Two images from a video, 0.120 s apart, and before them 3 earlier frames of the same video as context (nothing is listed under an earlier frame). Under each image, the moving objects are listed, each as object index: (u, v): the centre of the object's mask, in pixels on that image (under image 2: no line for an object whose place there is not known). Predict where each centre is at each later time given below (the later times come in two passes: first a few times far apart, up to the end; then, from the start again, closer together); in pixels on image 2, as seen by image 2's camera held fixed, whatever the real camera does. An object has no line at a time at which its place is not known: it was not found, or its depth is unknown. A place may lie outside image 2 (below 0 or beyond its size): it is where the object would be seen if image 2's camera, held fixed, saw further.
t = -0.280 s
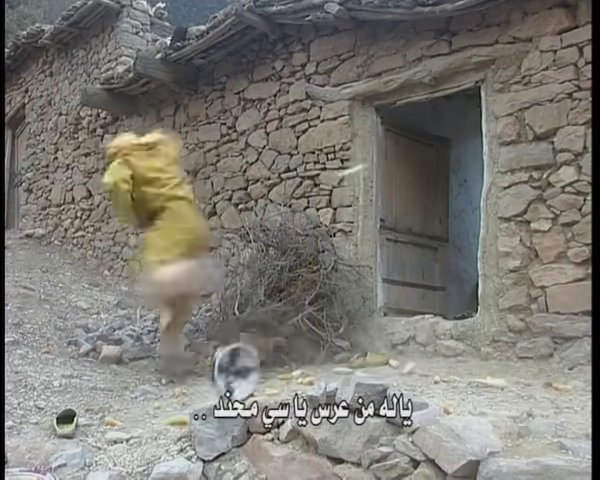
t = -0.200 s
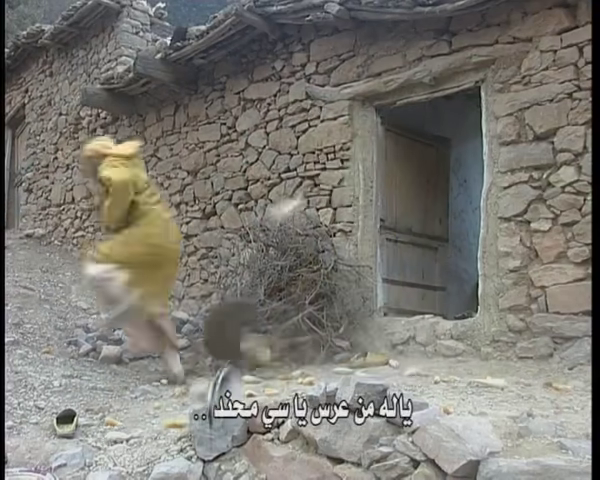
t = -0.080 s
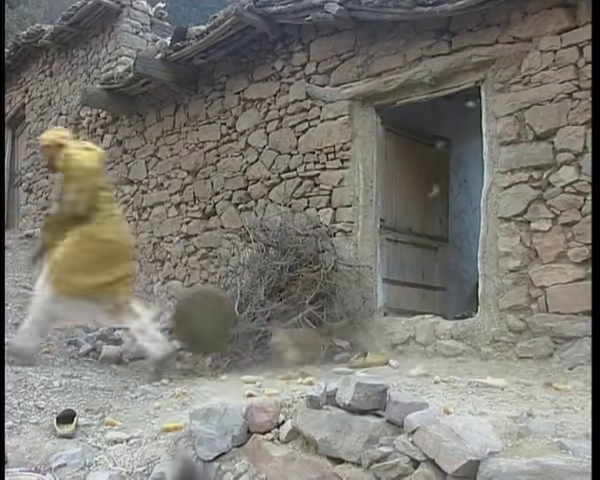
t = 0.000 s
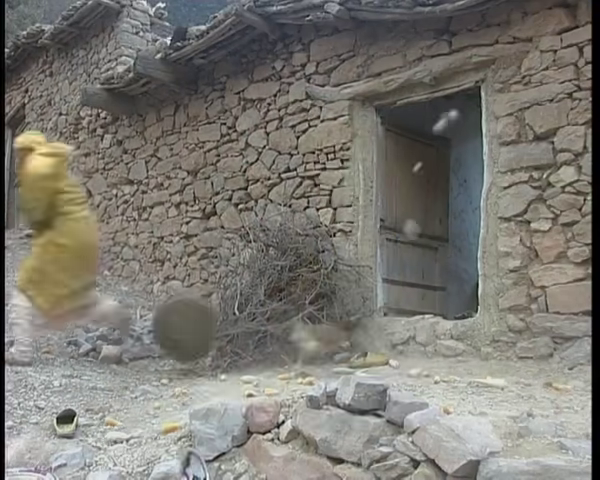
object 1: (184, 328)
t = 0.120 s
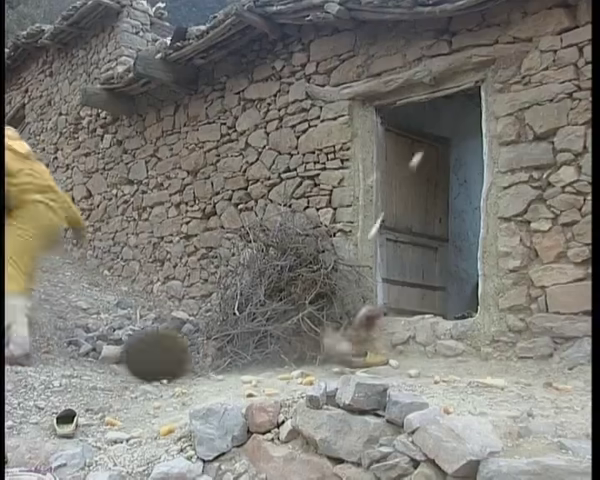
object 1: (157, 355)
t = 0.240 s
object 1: (128, 364)
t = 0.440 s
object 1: (115, 361)
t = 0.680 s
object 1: (120, 373)
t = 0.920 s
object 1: (143, 395)
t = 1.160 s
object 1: (142, 400)
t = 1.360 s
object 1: (142, 400)
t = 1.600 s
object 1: (142, 401)
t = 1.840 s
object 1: (142, 401)
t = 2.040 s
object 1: (142, 401)
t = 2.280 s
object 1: (142, 401)
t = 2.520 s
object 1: (141, 401)
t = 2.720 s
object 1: (142, 400)
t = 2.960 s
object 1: (138, 401)
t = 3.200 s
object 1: (142, 401)
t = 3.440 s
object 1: (142, 401)
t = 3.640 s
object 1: (142, 401)
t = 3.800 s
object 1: (142, 401)
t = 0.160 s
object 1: (145, 359)
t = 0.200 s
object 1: (137, 369)
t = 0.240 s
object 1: (128, 364)
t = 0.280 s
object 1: (127, 361)
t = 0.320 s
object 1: (125, 360)
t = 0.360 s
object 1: (122, 361)
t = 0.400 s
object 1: (119, 360)
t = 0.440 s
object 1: (115, 361)
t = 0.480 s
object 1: (112, 364)
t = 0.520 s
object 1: (111, 366)
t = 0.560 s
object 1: (112, 366)
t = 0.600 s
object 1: (114, 368)
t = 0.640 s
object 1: (117, 370)
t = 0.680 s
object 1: (120, 373)
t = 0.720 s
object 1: (124, 377)
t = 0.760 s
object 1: (129, 382)
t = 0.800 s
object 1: (137, 391)
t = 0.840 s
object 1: (139, 399)
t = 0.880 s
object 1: (143, 396)
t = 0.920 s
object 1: (143, 395)
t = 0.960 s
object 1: (143, 395)
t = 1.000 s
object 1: (142, 399)
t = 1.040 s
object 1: (143, 399)
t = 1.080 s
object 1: (143, 398)
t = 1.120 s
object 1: (142, 400)
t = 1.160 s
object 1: (142, 400)
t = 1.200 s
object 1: (142, 400)
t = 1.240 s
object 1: (142, 400)
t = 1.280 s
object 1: (142, 400)
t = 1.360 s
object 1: (142, 400)
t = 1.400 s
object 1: (142, 400)
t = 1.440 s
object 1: (142, 400)
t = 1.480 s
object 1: (142, 400)
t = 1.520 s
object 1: (142, 400)
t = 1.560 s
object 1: (142, 400)
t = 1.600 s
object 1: (142, 401)
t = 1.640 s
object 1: (142, 400)
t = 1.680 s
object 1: (142, 401)
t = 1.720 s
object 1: (142, 401)
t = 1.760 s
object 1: (142, 401)
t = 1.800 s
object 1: (142, 401)
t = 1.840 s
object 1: (142, 401)
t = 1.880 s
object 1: (142, 401)
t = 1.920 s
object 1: (142, 401)
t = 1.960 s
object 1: (142, 401)
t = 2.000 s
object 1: (141, 401)
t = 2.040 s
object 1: (142, 401)
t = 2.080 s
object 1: (141, 401)
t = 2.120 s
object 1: (142, 401)
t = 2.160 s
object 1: (141, 401)
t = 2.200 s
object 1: (142, 401)
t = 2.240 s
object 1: (142, 401)
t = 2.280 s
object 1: (142, 401)
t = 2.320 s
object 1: (141, 401)
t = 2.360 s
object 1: (141, 401)
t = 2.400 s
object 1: (141, 401)
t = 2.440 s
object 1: (142, 401)
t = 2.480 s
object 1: (143, 400)
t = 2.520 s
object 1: (141, 401)
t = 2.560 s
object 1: (141, 401)
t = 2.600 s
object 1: (142, 401)
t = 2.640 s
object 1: (141, 401)
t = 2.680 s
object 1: (142, 401)
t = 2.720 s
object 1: (142, 400)
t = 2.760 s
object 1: (141, 401)
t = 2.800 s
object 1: (142, 401)
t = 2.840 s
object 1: (141, 401)
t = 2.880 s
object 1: (141, 401)
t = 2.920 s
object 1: (140, 401)
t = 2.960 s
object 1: (138, 401)
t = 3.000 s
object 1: (141, 400)
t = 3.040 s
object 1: (142, 401)
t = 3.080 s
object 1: (142, 401)
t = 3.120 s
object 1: (142, 401)
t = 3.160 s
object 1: (142, 401)
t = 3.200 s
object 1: (142, 401)
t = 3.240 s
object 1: (142, 401)
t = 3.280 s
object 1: (142, 401)
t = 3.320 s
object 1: (142, 401)
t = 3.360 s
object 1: (142, 401)
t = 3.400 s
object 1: (142, 401)
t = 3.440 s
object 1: (142, 401)
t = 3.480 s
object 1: (142, 401)
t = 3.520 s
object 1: (142, 401)
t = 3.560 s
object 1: (142, 401)
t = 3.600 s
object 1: (142, 401)
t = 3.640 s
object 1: (142, 401)
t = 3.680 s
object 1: (142, 401)
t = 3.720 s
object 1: (142, 401)
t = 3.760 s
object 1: (142, 401)
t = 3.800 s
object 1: (142, 401)
